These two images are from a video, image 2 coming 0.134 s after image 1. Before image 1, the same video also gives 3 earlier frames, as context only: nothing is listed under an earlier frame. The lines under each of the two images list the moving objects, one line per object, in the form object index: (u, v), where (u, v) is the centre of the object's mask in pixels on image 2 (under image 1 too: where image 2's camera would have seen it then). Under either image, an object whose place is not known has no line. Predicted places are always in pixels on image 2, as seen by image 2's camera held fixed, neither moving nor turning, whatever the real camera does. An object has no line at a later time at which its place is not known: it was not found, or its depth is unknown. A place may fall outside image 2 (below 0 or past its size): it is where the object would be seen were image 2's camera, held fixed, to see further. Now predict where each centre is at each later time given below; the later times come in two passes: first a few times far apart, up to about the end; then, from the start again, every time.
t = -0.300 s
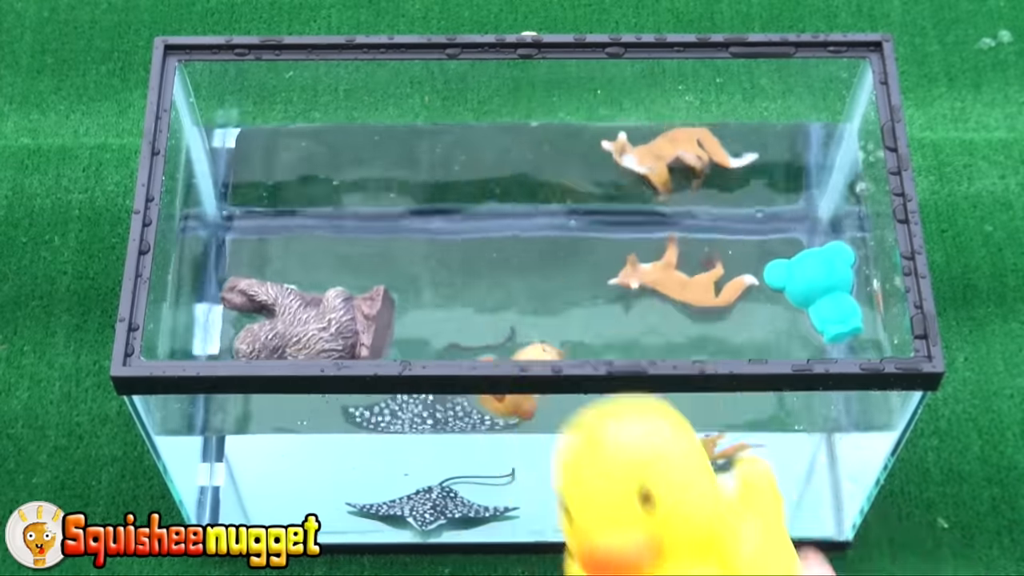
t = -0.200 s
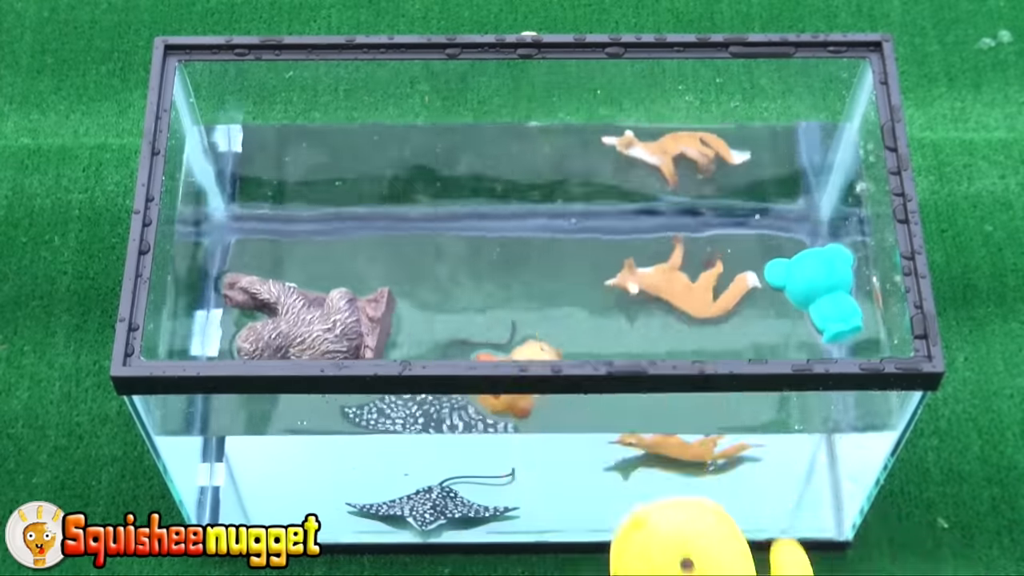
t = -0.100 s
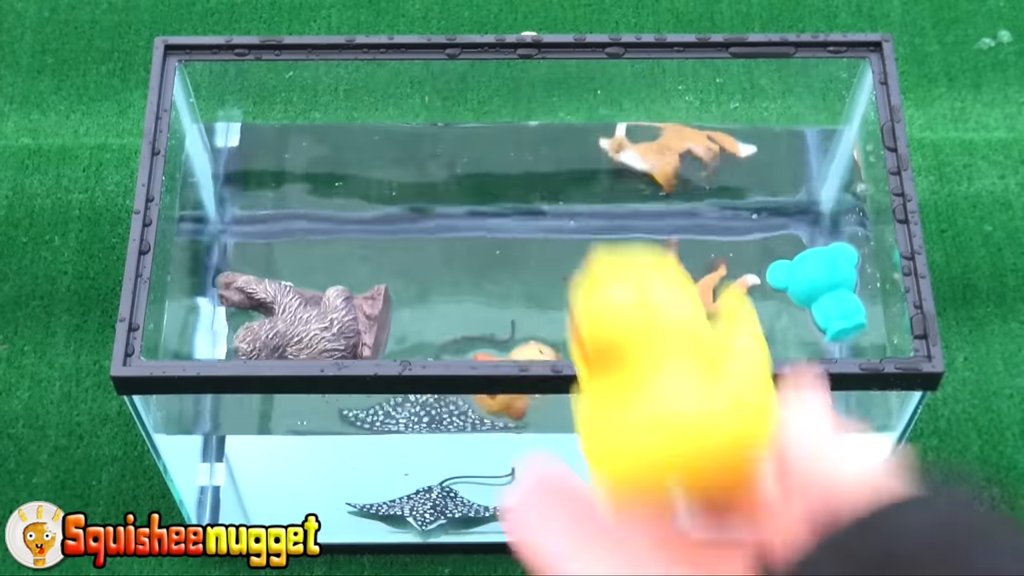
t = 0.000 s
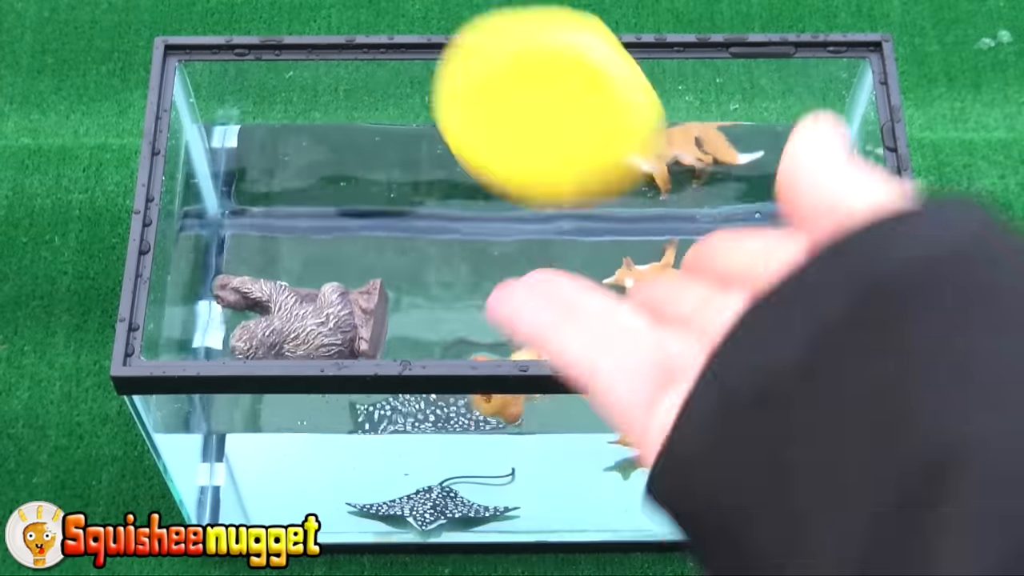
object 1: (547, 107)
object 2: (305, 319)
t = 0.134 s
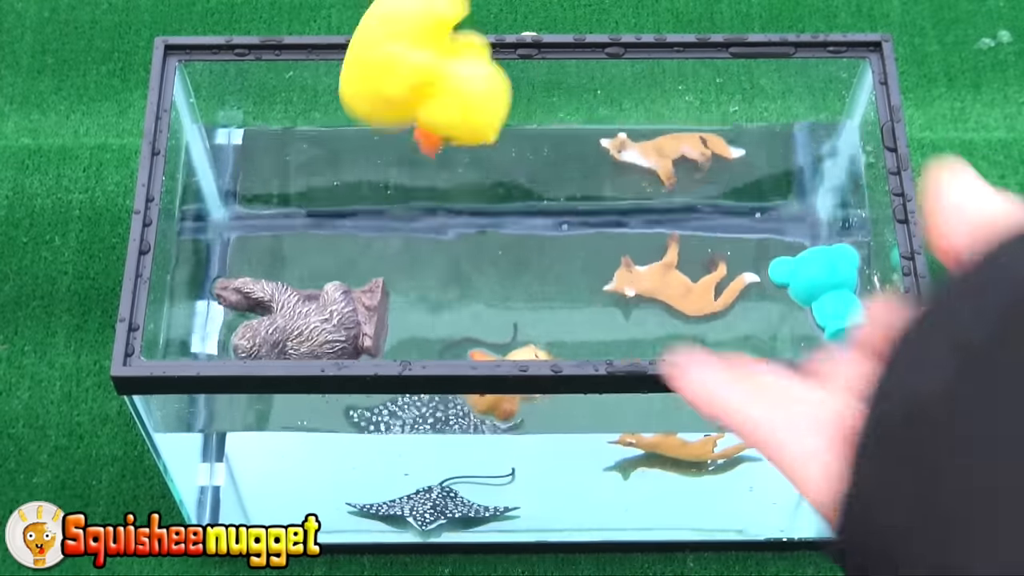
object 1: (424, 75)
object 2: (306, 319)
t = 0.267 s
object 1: (385, 253)
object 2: (301, 321)
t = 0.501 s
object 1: (429, 332)
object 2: (301, 310)
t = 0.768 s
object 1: (440, 292)
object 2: (296, 333)
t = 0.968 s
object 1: (446, 270)
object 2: (292, 309)
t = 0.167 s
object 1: (403, 103)
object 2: (307, 319)
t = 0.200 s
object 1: (390, 149)
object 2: (308, 319)
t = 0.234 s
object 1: (387, 204)
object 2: (308, 319)
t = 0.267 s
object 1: (385, 253)
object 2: (301, 321)
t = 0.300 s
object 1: (385, 303)
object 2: (288, 318)
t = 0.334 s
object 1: (401, 323)
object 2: (291, 315)
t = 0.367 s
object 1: (415, 333)
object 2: (297, 316)
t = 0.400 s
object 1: (424, 340)
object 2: (301, 318)
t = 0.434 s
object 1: (428, 341)
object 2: (305, 319)
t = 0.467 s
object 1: (429, 337)
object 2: (309, 316)
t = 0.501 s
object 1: (429, 332)
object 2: (301, 310)
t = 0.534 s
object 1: (426, 325)
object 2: (300, 307)
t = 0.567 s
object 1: (427, 313)
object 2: (300, 304)
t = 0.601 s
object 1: (430, 304)
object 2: (300, 305)
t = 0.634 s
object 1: (433, 299)
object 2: (299, 306)
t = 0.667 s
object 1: (436, 297)
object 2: (299, 309)
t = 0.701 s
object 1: (437, 296)
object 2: (299, 311)
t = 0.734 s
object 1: (439, 295)
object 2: (297, 333)
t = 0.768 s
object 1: (440, 292)
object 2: (296, 333)
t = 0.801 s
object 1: (441, 287)
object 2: (298, 313)
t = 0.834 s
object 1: (444, 282)
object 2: (295, 313)
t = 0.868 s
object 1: (446, 278)
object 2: (292, 312)
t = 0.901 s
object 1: (447, 275)
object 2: (290, 311)
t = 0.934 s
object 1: (447, 273)
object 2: (290, 310)
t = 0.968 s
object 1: (446, 270)
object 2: (292, 309)
